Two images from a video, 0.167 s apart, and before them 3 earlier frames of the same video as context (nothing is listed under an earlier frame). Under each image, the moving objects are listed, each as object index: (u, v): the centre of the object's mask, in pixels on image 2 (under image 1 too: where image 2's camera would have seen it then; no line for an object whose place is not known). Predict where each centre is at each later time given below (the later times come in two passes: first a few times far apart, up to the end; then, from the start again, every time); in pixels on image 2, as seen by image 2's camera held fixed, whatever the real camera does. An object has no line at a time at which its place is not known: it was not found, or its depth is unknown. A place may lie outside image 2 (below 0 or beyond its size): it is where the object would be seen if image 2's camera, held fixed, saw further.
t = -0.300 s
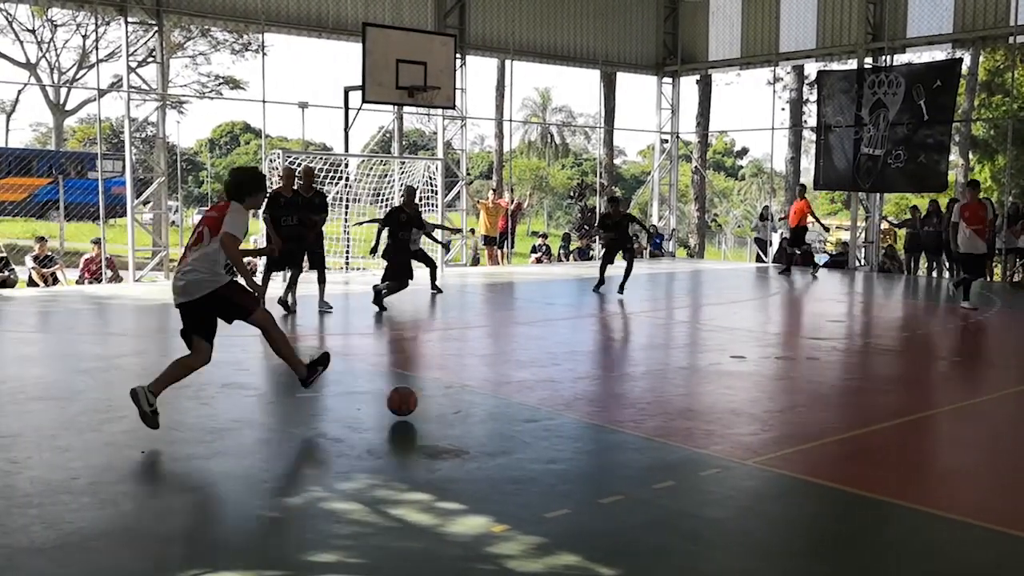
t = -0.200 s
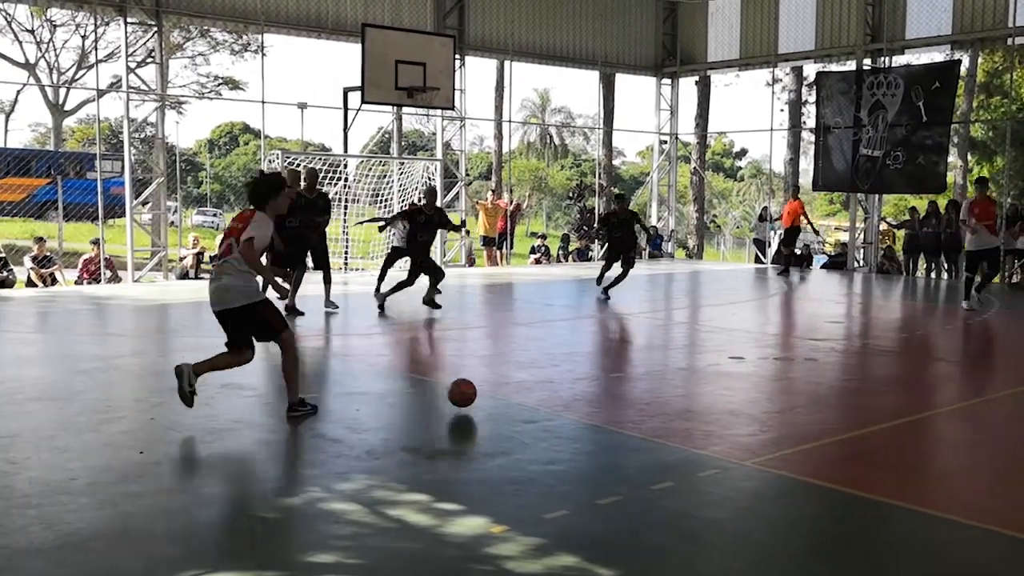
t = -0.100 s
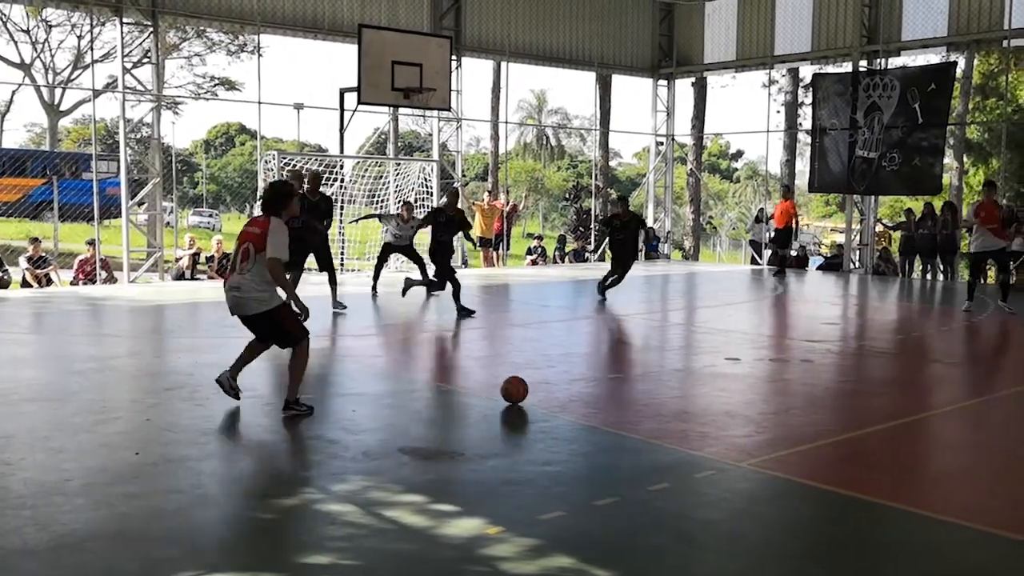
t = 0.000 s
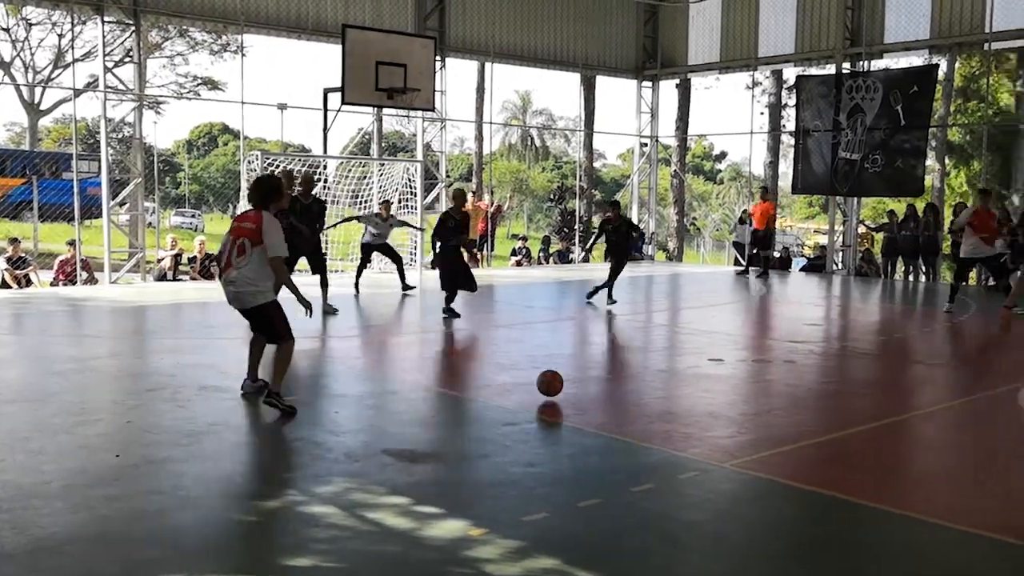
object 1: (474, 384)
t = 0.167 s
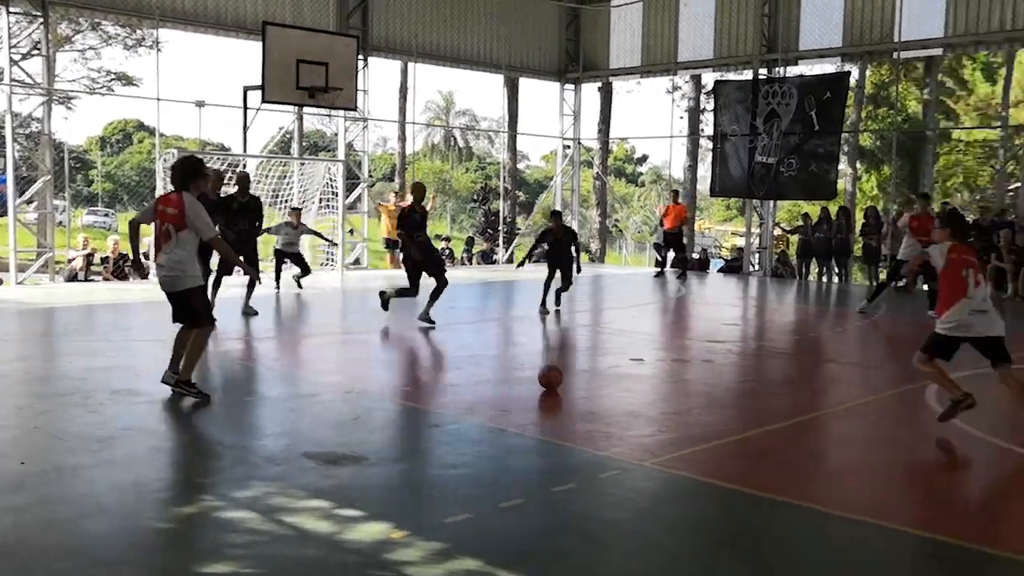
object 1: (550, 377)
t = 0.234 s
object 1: (578, 371)
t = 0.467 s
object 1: (666, 362)
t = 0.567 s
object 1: (699, 360)
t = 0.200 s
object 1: (565, 374)
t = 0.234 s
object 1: (578, 371)
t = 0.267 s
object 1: (591, 370)
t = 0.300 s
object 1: (605, 371)
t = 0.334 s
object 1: (617, 367)
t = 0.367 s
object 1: (630, 365)
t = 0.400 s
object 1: (642, 363)
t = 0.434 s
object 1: (654, 364)
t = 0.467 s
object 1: (666, 362)
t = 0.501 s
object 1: (677, 360)
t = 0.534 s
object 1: (688, 359)
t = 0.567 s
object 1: (699, 360)
